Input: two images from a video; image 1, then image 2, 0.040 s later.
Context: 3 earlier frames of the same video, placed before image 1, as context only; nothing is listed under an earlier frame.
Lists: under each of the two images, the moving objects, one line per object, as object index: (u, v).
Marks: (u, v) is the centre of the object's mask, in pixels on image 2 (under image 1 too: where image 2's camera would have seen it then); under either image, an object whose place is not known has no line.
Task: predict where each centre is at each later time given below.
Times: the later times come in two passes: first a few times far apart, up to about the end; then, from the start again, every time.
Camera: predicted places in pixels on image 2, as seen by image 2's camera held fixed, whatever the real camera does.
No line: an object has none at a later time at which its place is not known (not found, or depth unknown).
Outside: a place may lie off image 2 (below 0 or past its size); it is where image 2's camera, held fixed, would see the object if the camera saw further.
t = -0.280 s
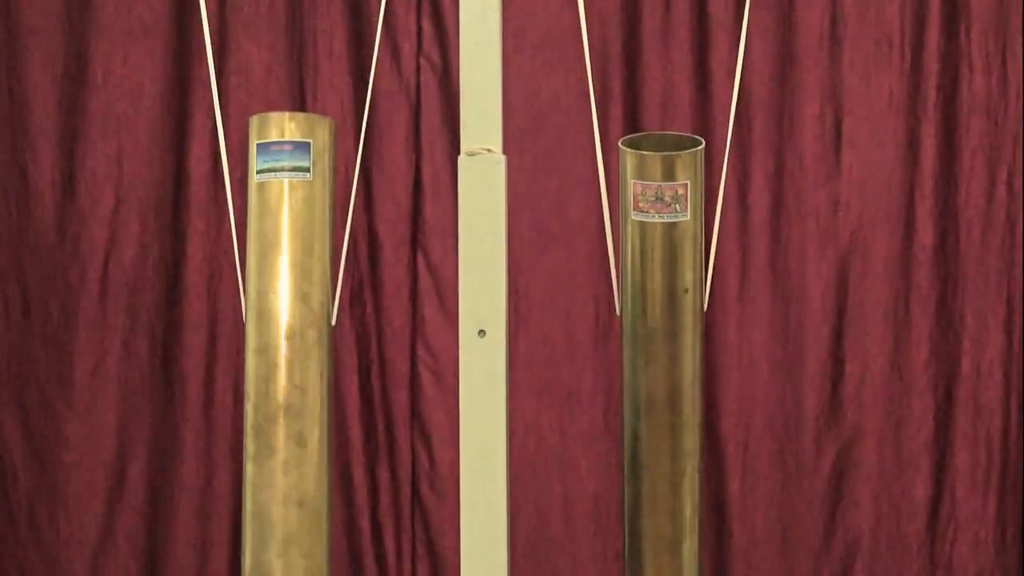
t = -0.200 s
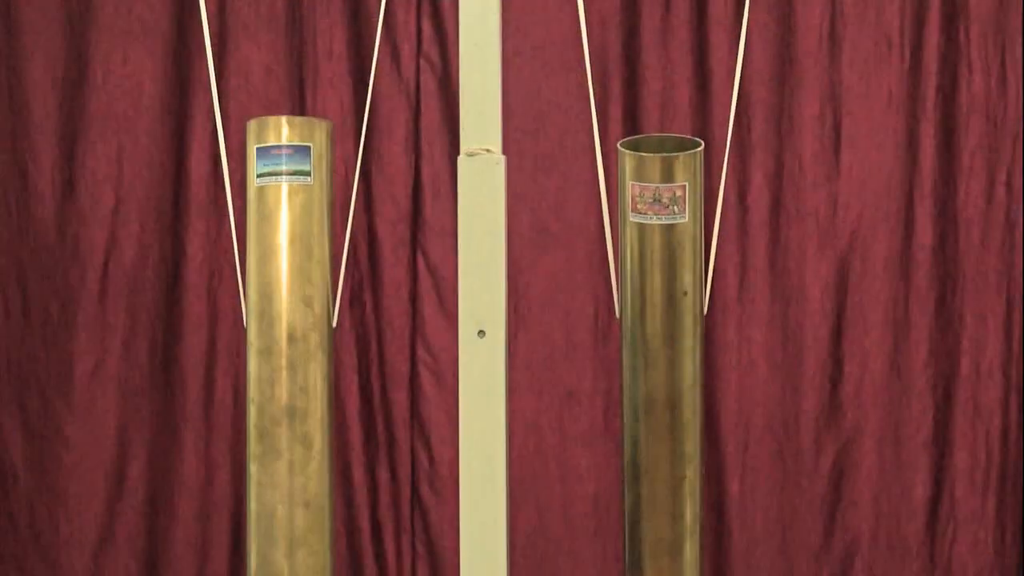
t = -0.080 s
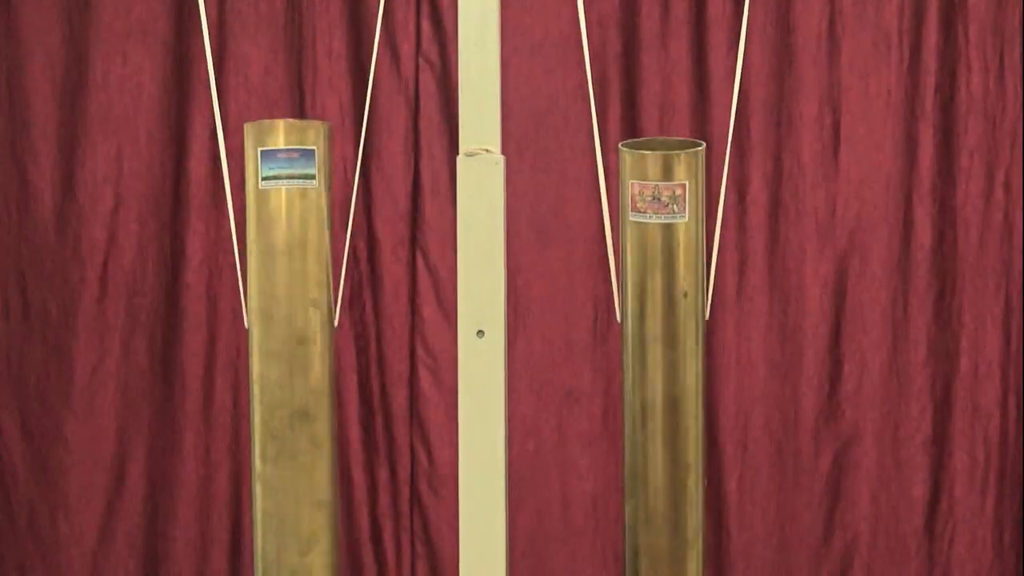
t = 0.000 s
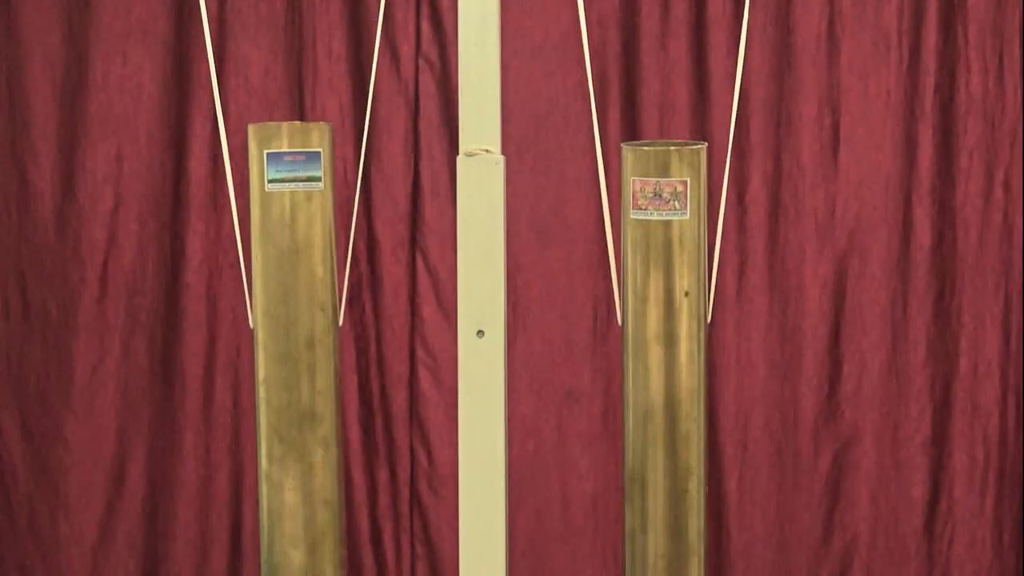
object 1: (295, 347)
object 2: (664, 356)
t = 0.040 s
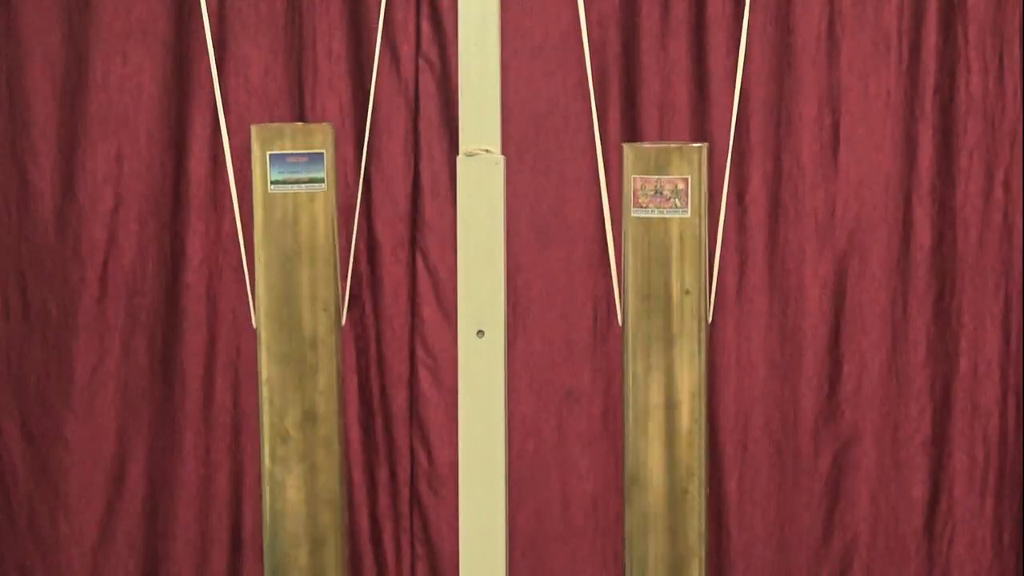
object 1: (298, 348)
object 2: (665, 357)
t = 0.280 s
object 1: (304, 346)
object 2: (666, 356)
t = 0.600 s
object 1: (295, 352)
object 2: (668, 355)
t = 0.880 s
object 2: (667, 364)
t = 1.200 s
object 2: (661, 362)
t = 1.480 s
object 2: (664, 361)
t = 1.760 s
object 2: (665, 370)
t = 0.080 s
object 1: (300, 349)
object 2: (665, 358)
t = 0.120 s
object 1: (301, 348)
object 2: (666, 358)
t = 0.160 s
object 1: (302, 347)
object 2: (666, 358)
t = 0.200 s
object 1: (302, 348)
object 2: (666, 357)
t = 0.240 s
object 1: (303, 346)
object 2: (666, 357)
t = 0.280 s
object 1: (304, 346)
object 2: (666, 356)
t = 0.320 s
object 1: (306, 346)
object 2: (666, 356)
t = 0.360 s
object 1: (308, 347)
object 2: (666, 356)
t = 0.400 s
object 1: (308, 348)
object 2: (666, 356)
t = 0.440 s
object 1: (307, 348)
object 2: (667, 356)
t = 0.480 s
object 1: (305, 348)
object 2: (667, 355)
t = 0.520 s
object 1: (302, 350)
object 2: (667, 355)
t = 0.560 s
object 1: (298, 352)
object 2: (668, 355)
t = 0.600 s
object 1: (295, 352)
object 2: (668, 355)
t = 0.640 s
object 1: (293, 353)
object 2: (669, 357)
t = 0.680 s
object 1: (291, 353)
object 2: (669, 357)
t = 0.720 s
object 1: (290, 353)
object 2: (669, 359)
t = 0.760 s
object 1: (290, 353)
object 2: (669, 361)
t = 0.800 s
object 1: (290, 354)
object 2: (668, 363)
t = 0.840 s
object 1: (291, 353)
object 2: (668, 363)
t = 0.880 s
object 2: (667, 364)
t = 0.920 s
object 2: (665, 364)
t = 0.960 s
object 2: (664, 365)
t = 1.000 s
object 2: (663, 366)
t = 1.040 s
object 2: (662, 366)
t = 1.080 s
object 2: (661, 364)
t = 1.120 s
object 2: (661, 364)
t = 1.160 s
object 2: (661, 363)
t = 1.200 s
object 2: (661, 362)
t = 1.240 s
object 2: (661, 361)
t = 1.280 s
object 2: (661, 361)
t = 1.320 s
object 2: (662, 361)
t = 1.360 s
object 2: (662, 361)
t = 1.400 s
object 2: (663, 360)
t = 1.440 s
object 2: (663, 360)
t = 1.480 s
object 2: (664, 361)
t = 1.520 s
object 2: (664, 362)
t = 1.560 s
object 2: (665, 363)
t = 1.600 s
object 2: (665, 365)
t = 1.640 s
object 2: (665, 367)
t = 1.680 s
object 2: (665, 368)
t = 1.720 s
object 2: (665, 370)
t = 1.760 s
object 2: (665, 370)
